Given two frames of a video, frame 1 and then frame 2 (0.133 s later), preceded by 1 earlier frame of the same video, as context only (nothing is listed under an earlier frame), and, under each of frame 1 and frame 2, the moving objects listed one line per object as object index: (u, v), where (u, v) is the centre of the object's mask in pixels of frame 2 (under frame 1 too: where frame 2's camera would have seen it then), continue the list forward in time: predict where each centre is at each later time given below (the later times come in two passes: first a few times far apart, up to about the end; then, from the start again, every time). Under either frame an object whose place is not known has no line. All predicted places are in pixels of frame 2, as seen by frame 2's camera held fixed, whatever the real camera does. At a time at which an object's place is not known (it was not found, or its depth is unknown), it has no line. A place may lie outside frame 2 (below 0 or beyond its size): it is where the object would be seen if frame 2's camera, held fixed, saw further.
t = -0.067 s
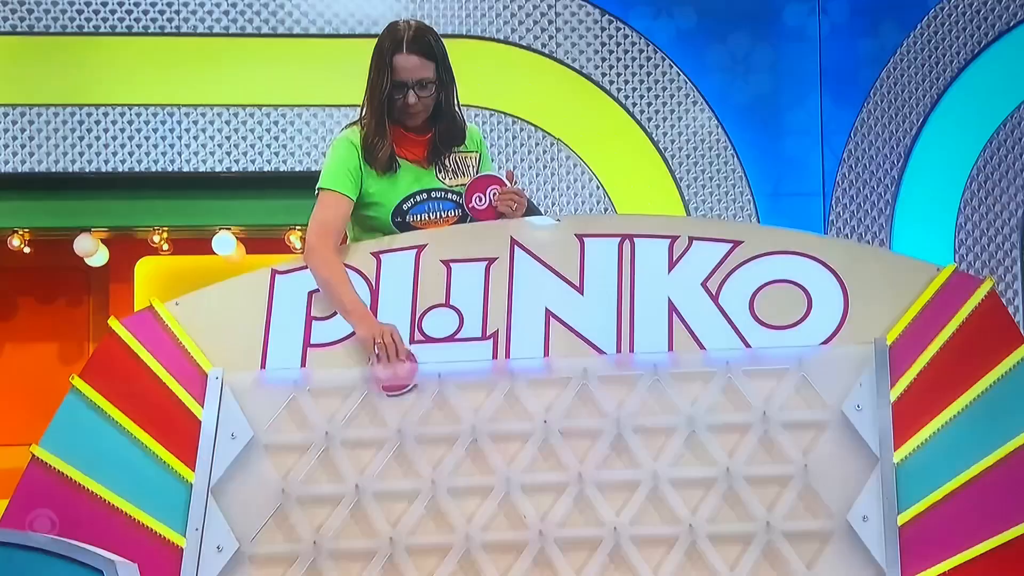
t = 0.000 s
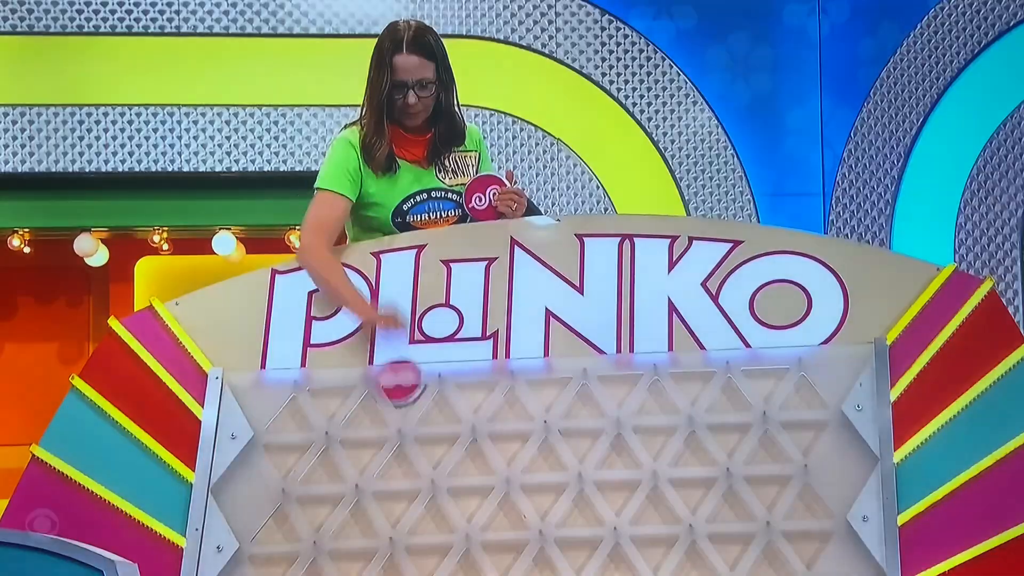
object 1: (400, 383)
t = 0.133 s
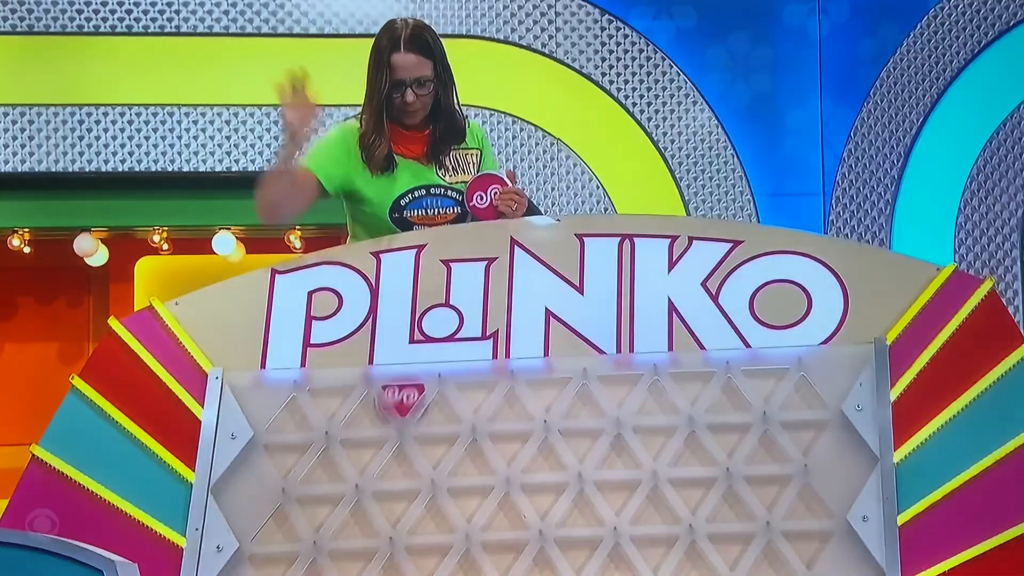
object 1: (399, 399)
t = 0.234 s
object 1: (399, 395)
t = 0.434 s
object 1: (394, 402)
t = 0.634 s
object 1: (377, 417)
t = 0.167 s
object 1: (400, 395)
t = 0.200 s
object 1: (401, 392)
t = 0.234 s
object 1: (399, 395)
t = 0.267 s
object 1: (398, 401)
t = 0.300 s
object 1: (399, 406)
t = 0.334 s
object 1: (398, 405)
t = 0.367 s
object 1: (396, 402)
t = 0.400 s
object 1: (395, 401)
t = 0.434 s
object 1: (394, 402)
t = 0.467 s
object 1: (393, 405)
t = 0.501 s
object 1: (391, 409)
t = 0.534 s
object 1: (388, 407)
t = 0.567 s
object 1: (384, 407)
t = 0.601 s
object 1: (381, 409)
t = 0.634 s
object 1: (377, 417)
